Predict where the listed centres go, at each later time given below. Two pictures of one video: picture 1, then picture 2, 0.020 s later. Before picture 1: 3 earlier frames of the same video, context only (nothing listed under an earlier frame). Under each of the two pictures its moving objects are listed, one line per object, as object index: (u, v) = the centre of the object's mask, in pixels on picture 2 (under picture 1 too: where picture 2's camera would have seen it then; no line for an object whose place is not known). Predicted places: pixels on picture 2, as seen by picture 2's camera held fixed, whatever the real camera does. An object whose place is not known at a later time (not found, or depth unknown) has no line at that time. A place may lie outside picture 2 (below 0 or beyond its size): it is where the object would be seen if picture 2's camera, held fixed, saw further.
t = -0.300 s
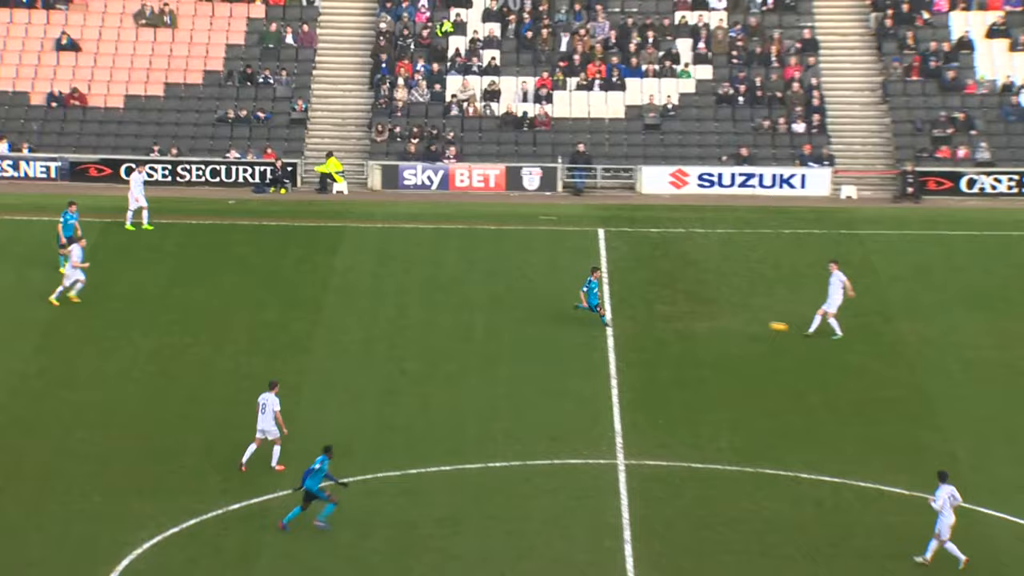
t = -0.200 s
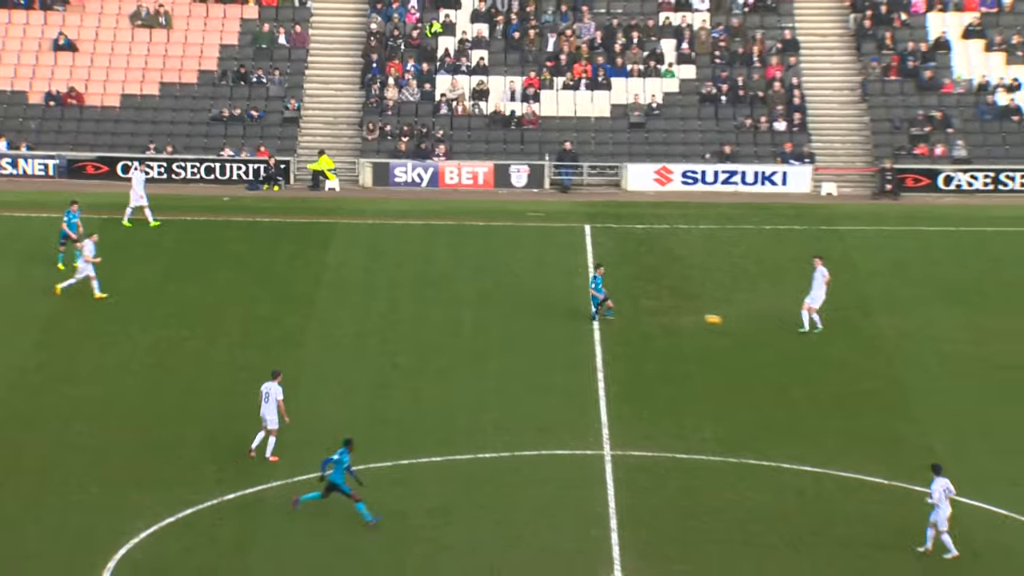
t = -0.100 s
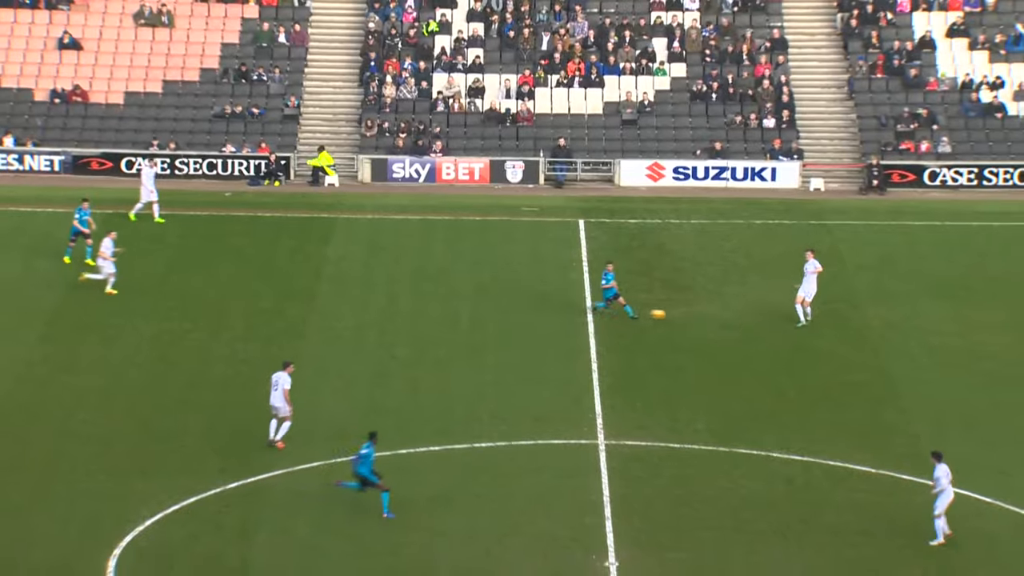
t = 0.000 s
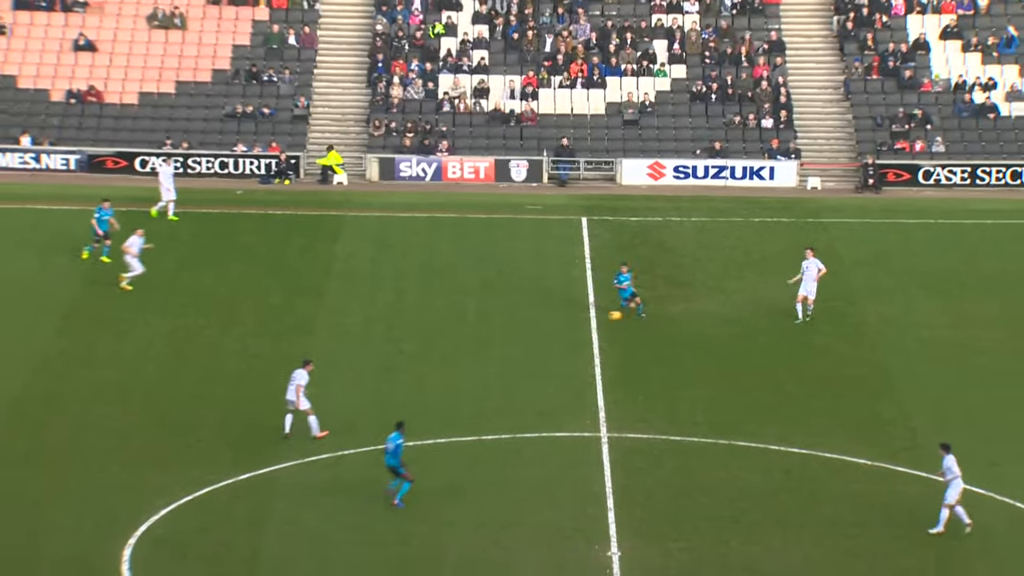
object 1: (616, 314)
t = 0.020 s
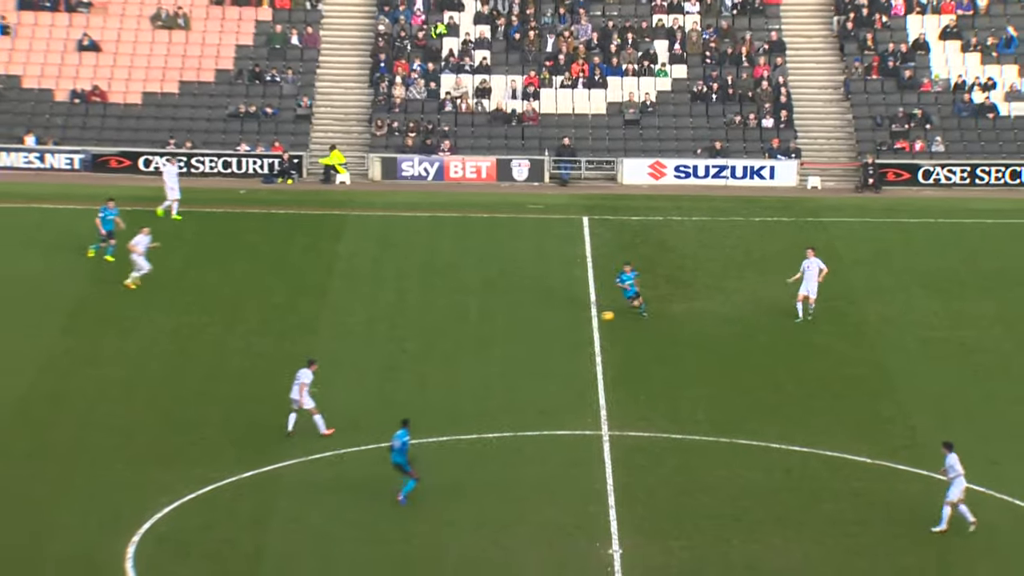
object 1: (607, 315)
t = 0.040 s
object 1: (600, 317)
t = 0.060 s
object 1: (589, 320)
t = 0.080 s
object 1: (582, 321)
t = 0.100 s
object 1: (573, 323)
